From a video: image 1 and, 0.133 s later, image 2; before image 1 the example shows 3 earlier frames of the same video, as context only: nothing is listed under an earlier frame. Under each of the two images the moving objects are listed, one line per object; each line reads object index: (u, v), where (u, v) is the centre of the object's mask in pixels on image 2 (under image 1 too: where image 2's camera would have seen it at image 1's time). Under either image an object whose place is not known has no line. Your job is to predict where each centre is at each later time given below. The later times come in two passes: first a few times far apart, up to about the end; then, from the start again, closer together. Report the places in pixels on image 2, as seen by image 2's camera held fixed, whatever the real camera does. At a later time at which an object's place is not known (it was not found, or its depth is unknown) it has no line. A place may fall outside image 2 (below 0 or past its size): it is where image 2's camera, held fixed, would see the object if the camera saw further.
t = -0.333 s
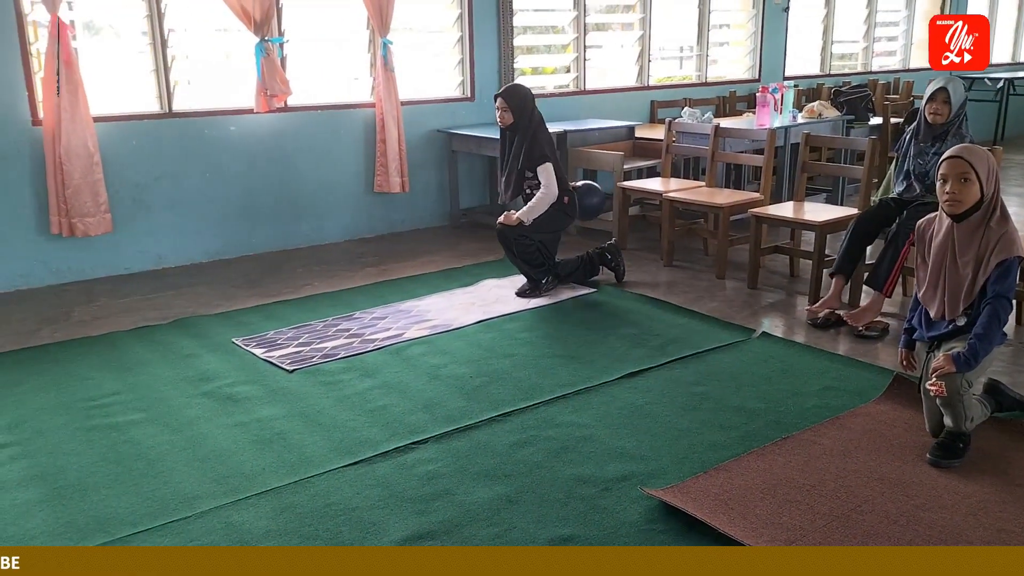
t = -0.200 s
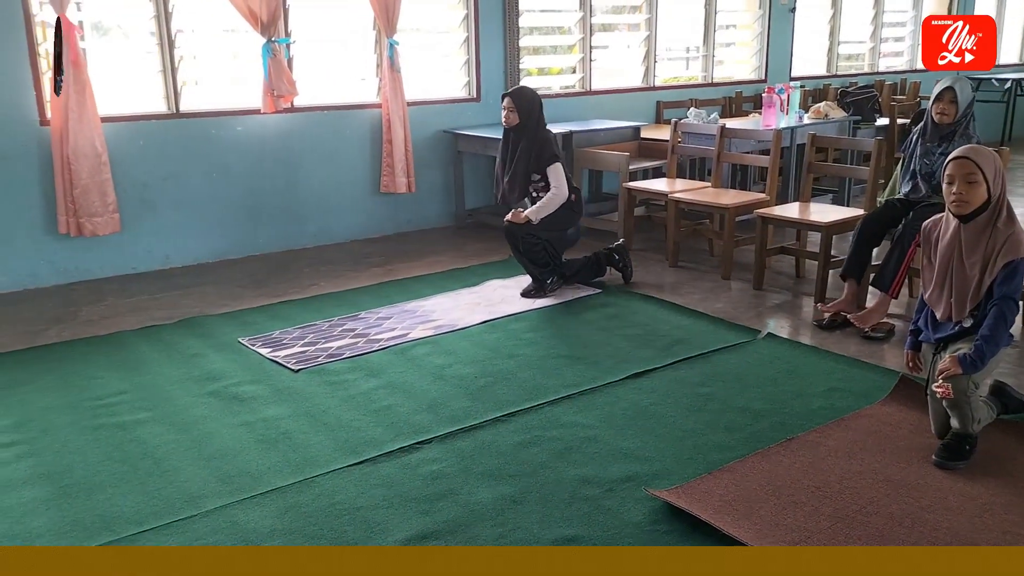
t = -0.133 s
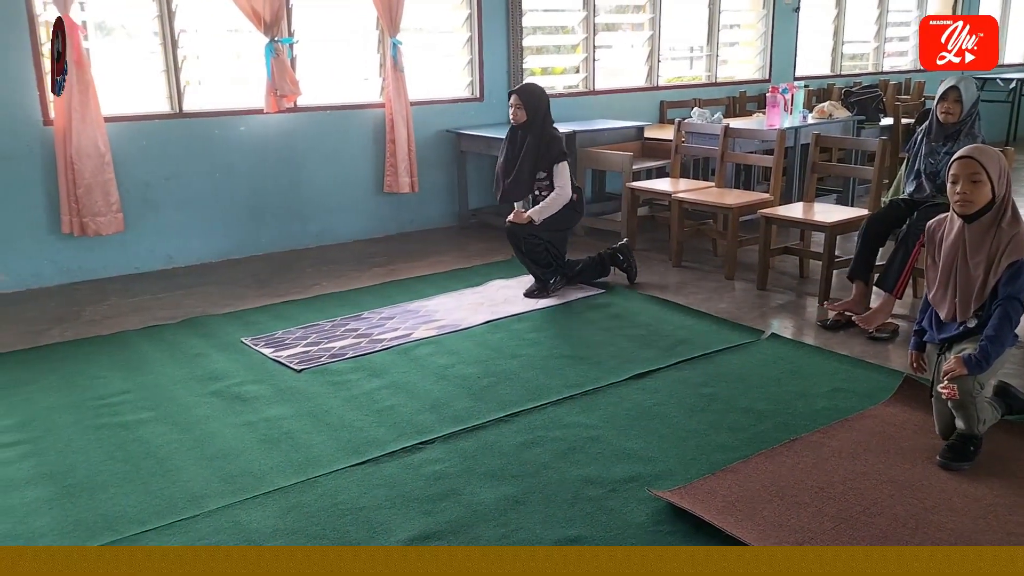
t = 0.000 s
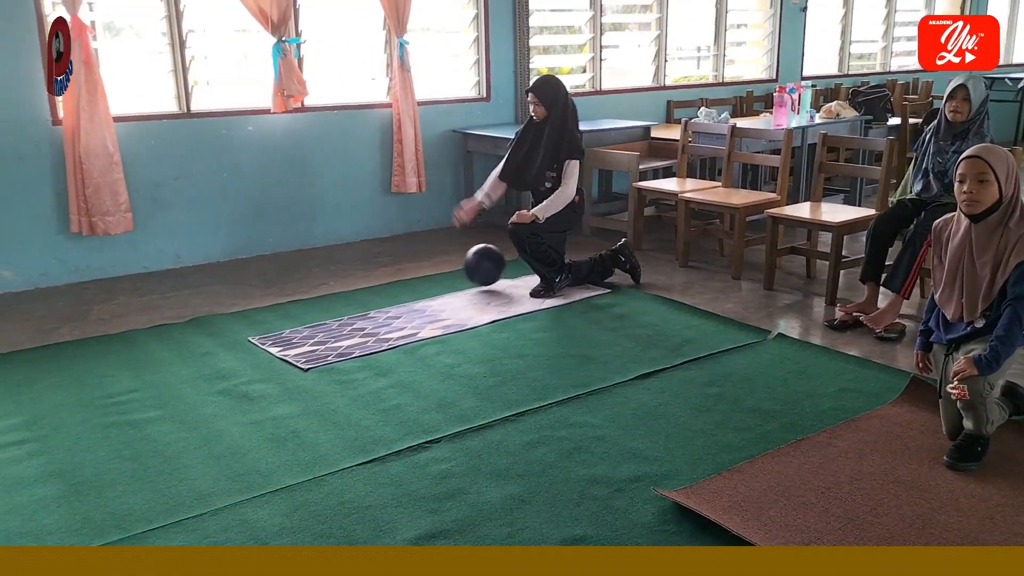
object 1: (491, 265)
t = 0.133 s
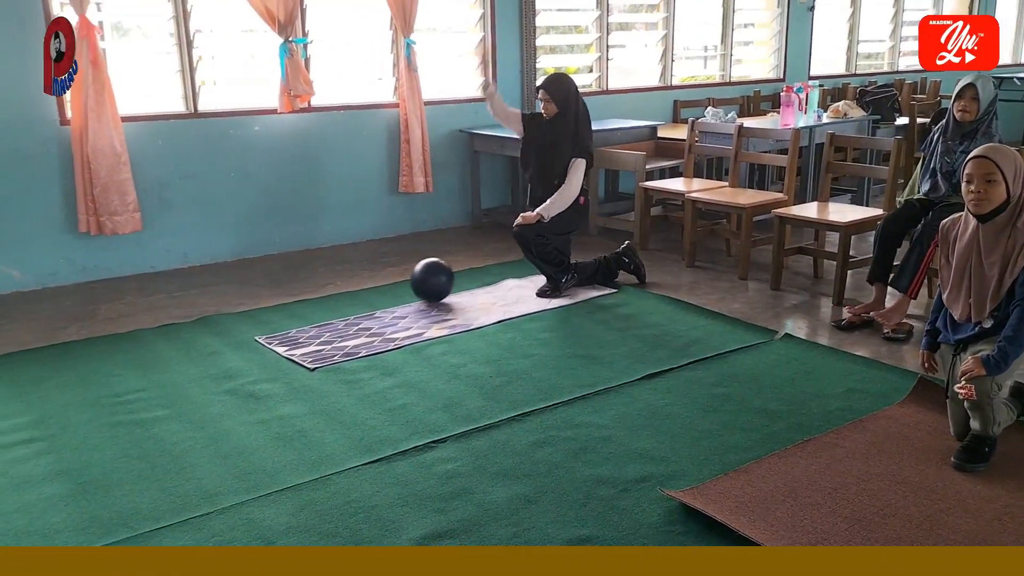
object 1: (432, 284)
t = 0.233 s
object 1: (392, 293)
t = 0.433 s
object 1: (305, 309)
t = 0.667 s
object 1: (188, 333)
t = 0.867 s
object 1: (72, 357)
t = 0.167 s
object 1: (418, 291)
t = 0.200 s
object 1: (406, 289)
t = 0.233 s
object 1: (392, 293)
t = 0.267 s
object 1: (378, 295)
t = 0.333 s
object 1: (350, 301)
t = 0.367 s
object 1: (336, 306)
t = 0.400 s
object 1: (321, 308)
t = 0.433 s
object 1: (305, 309)
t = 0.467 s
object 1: (290, 314)
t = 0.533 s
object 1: (257, 318)
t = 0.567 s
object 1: (241, 321)
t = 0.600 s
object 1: (223, 325)
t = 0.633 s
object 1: (206, 329)
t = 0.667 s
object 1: (188, 333)
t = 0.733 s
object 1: (152, 340)
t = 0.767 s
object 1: (133, 344)
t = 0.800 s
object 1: (113, 349)
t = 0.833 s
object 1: (93, 352)
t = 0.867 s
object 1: (72, 357)
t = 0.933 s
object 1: (30, 365)
